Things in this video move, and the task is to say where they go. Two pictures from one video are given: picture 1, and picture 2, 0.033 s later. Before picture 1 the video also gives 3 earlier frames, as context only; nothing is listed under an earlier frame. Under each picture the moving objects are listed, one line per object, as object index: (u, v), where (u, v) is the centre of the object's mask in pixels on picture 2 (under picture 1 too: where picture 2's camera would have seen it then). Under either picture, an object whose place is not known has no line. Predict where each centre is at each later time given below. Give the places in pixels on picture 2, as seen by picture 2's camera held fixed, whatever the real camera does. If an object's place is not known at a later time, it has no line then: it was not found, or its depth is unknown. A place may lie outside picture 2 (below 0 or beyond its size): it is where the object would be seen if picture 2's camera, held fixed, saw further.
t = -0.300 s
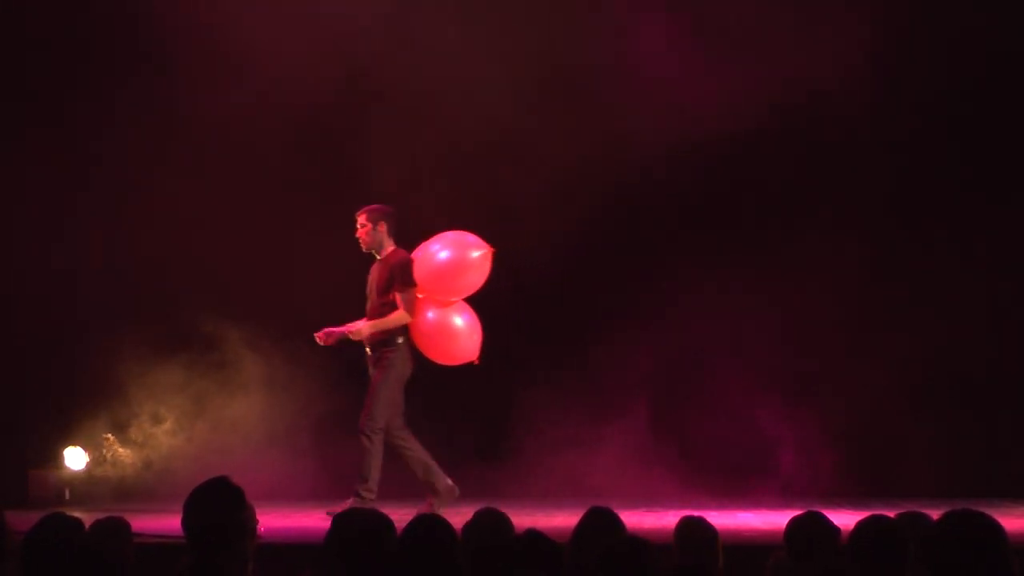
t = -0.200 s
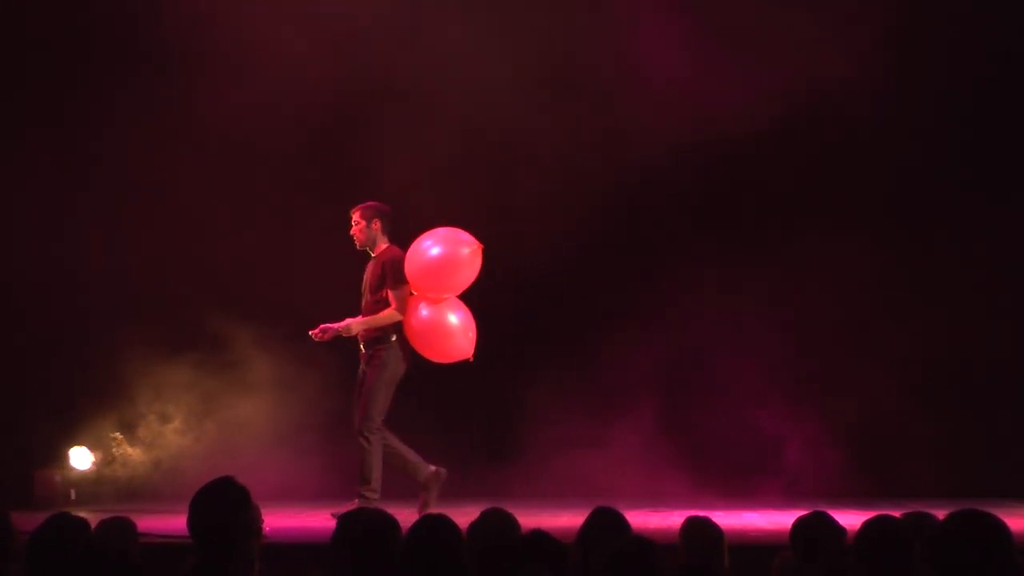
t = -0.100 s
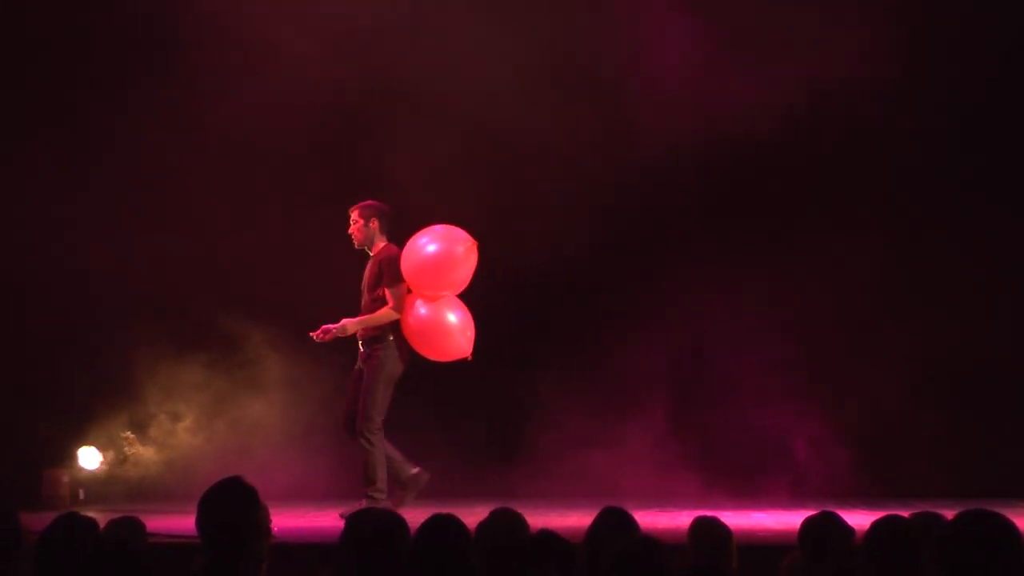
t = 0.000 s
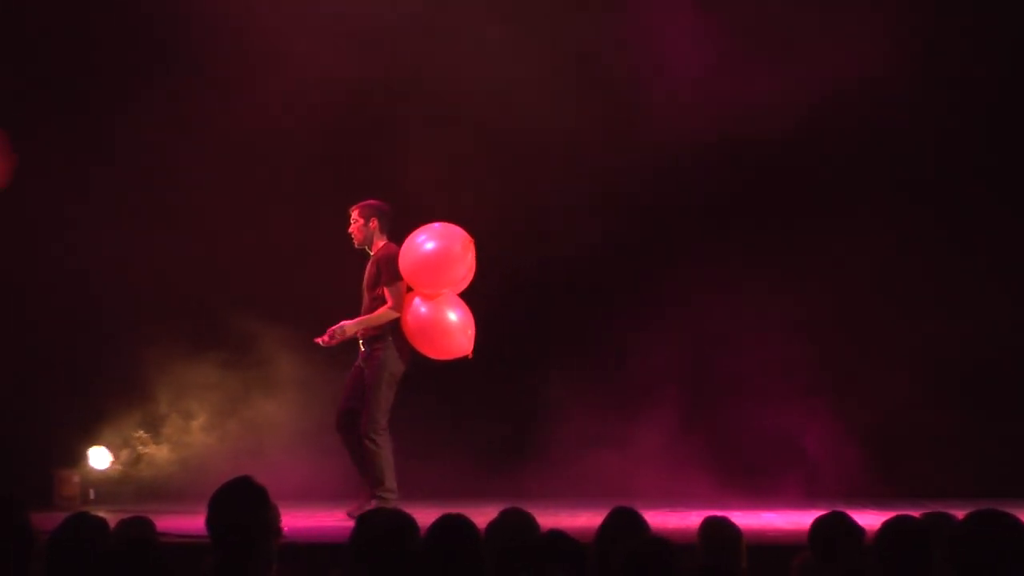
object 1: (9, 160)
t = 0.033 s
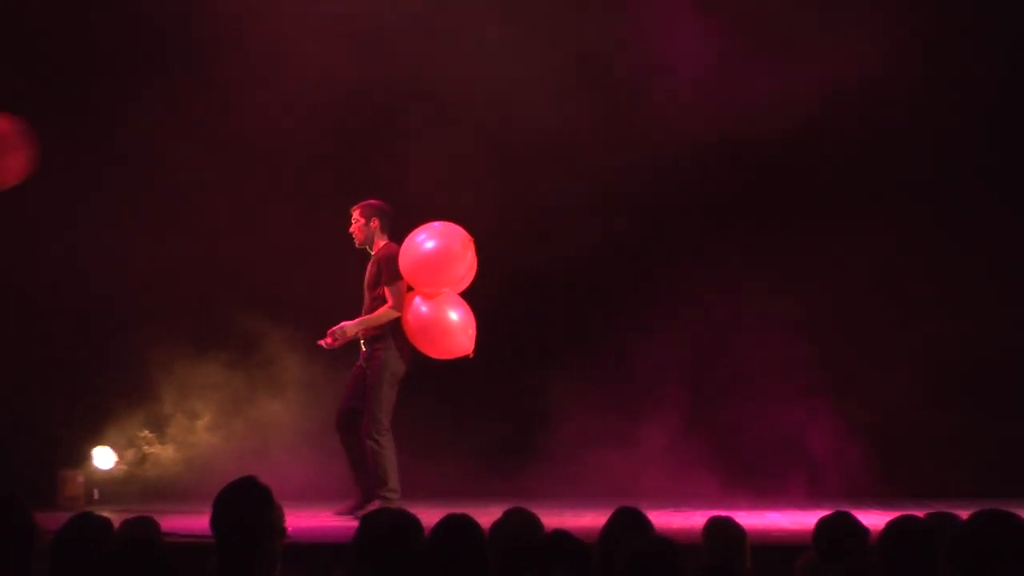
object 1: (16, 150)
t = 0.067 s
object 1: (21, 142)
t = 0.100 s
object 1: (33, 132)
